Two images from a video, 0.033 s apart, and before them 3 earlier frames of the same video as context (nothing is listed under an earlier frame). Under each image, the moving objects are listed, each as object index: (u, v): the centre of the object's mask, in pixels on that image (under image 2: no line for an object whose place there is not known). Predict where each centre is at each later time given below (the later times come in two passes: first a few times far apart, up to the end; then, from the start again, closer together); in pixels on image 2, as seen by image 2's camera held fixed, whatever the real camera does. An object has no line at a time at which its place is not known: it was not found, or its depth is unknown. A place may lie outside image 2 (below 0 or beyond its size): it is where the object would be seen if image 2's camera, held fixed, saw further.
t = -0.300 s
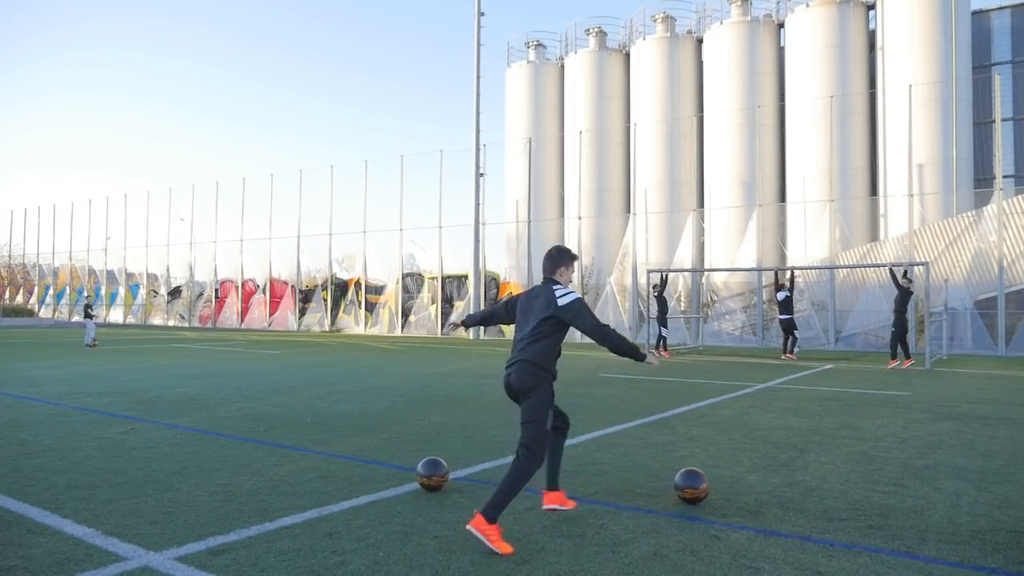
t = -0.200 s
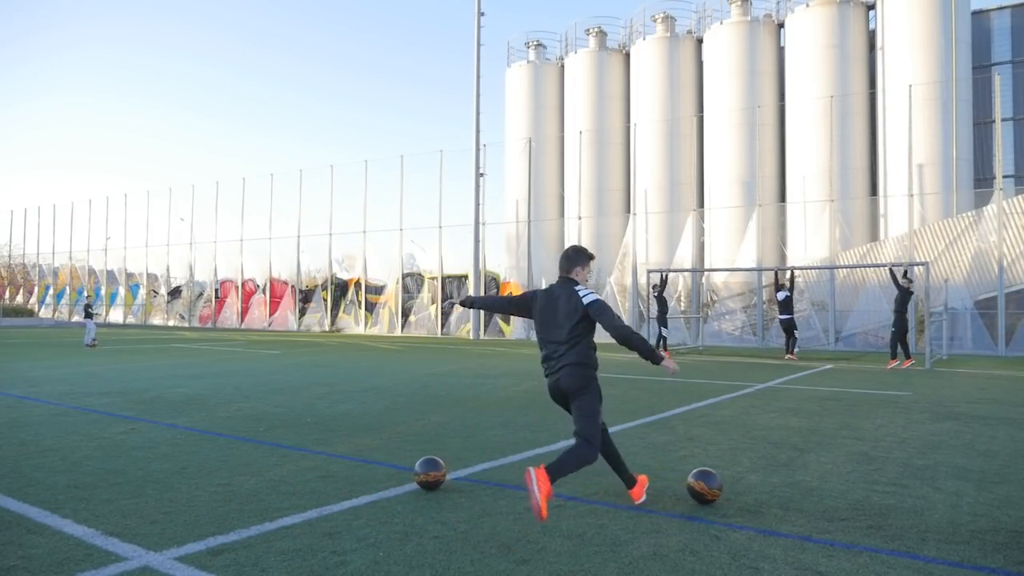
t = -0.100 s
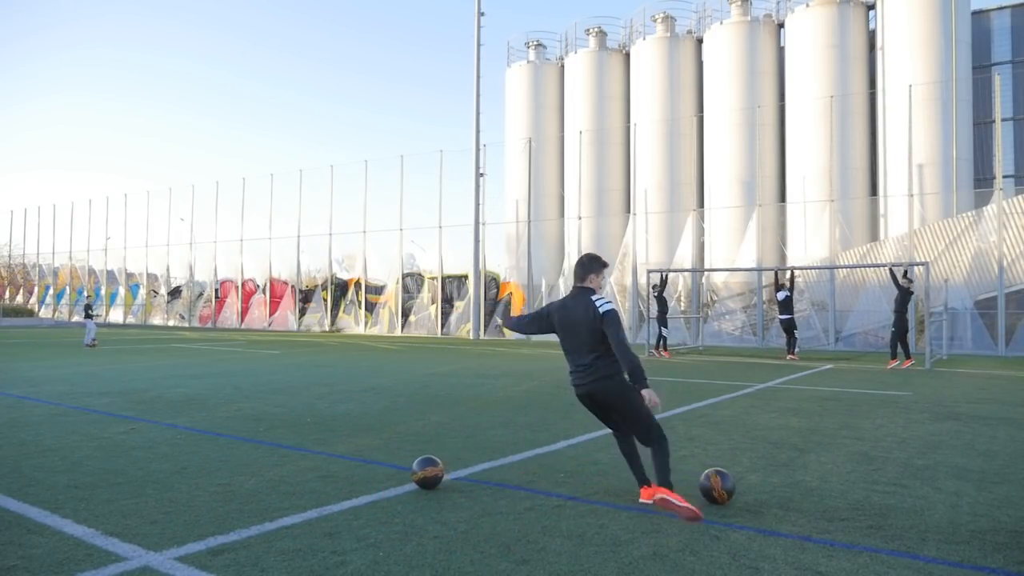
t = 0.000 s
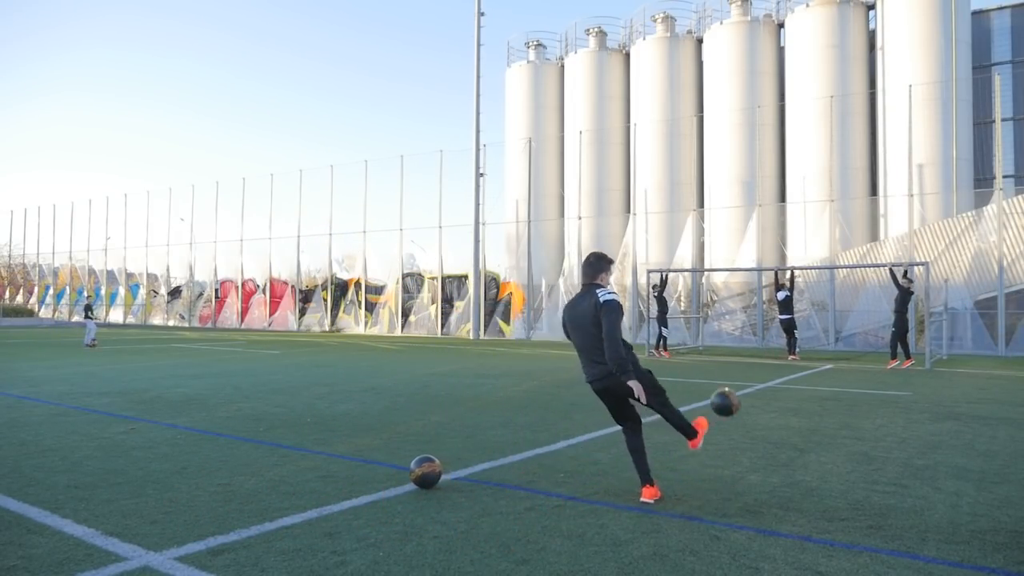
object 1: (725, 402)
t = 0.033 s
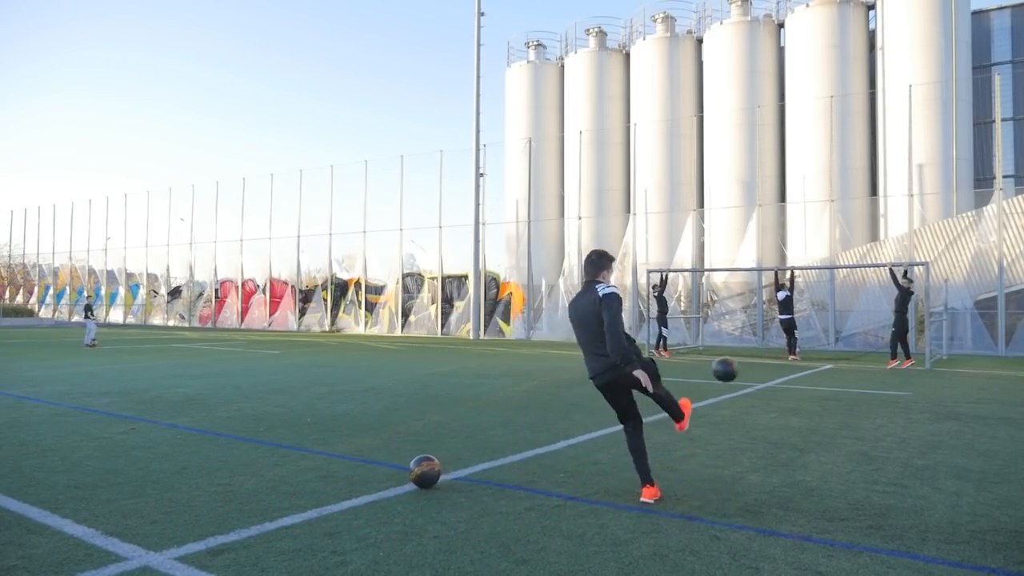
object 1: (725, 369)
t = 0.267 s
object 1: (721, 259)
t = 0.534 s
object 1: (714, 239)
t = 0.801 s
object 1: (711, 260)
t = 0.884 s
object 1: (711, 271)
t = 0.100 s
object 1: (725, 321)
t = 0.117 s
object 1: (725, 312)
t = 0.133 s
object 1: (725, 304)
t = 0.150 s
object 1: (724, 296)
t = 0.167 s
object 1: (724, 289)
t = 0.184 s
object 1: (723, 283)
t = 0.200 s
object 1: (723, 277)
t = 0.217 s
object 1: (722, 272)
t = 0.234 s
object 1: (722, 267)
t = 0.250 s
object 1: (722, 263)
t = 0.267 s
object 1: (721, 259)
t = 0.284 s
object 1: (721, 256)
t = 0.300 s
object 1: (720, 253)
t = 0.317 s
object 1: (720, 250)
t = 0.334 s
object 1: (720, 248)
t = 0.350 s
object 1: (719, 246)
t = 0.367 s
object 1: (719, 244)
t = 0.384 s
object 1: (718, 242)
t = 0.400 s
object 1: (718, 241)
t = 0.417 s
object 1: (717, 240)
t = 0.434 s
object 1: (716, 239)
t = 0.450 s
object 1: (716, 239)
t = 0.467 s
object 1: (716, 238)
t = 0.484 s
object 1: (715, 238)
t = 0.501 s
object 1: (715, 238)
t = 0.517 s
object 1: (714, 238)
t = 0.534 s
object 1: (714, 239)
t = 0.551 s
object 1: (713, 239)
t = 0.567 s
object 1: (713, 240)
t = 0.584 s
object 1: (713, 241)
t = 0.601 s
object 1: (713, 242)
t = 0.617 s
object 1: (712, 243)
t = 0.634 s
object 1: (712, 244)
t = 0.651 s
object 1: (712, 245)
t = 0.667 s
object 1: (712, 247)
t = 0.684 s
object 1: (712, 248)
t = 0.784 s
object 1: (711, 258)
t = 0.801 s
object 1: (711, 260)
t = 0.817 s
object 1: (711, 262)
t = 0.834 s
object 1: (711, 264)
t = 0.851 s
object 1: (711, 266)
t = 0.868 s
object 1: (711, 268)
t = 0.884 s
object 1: (711, 271)
